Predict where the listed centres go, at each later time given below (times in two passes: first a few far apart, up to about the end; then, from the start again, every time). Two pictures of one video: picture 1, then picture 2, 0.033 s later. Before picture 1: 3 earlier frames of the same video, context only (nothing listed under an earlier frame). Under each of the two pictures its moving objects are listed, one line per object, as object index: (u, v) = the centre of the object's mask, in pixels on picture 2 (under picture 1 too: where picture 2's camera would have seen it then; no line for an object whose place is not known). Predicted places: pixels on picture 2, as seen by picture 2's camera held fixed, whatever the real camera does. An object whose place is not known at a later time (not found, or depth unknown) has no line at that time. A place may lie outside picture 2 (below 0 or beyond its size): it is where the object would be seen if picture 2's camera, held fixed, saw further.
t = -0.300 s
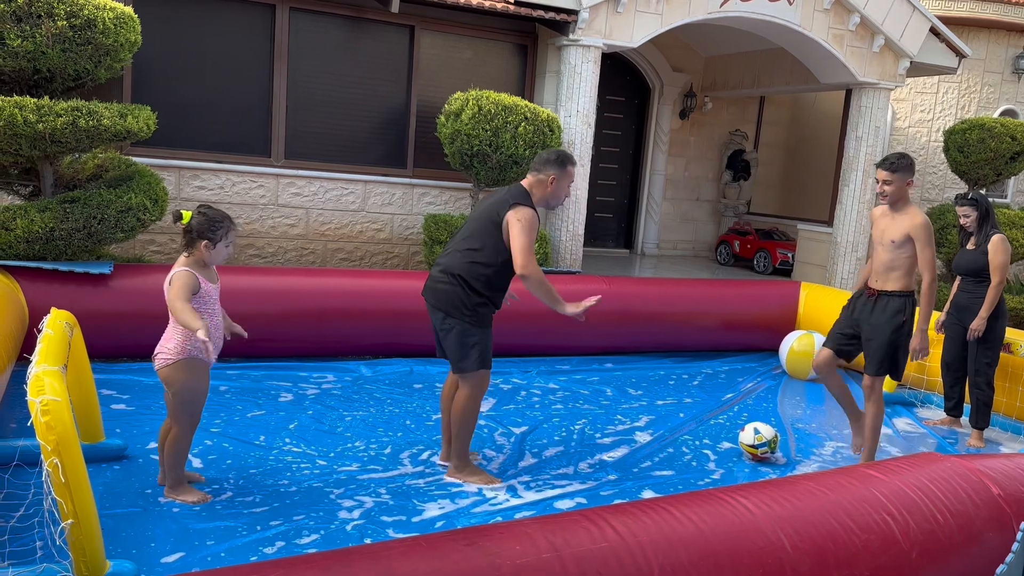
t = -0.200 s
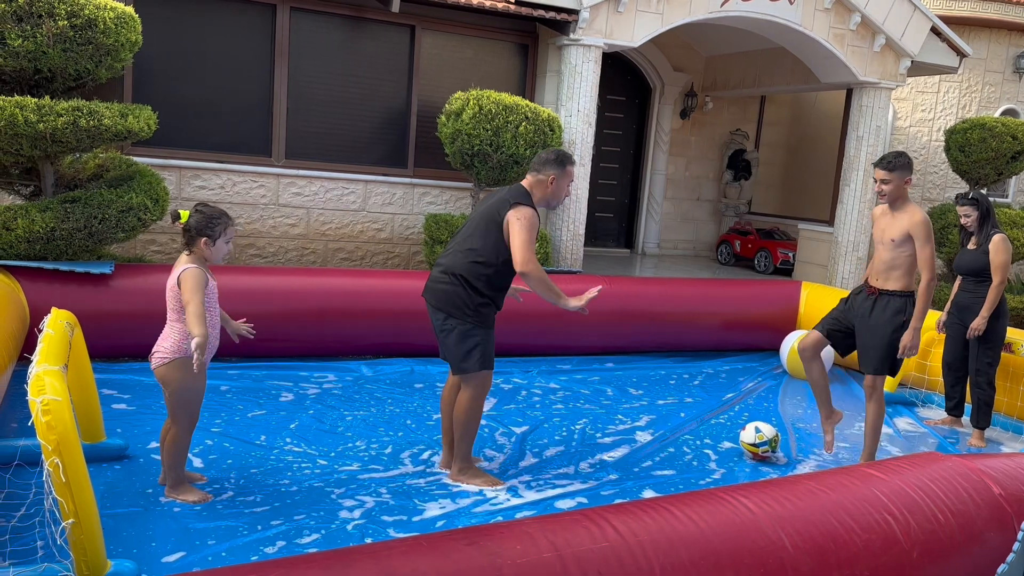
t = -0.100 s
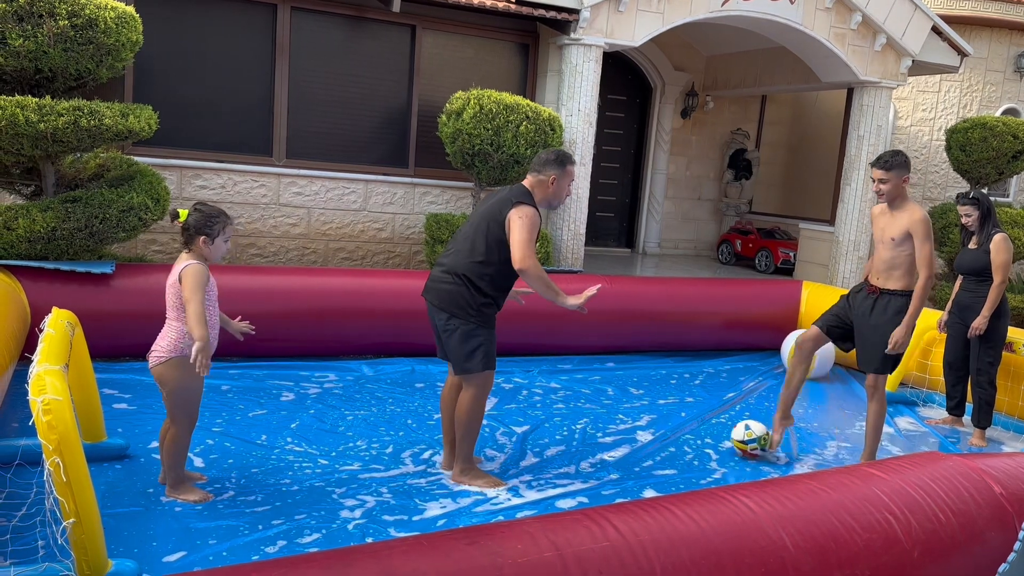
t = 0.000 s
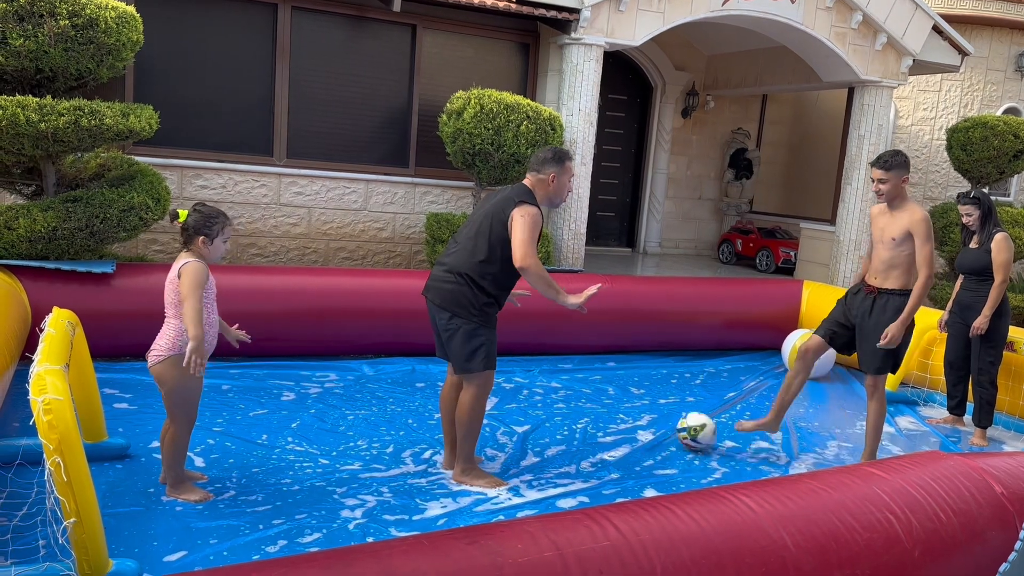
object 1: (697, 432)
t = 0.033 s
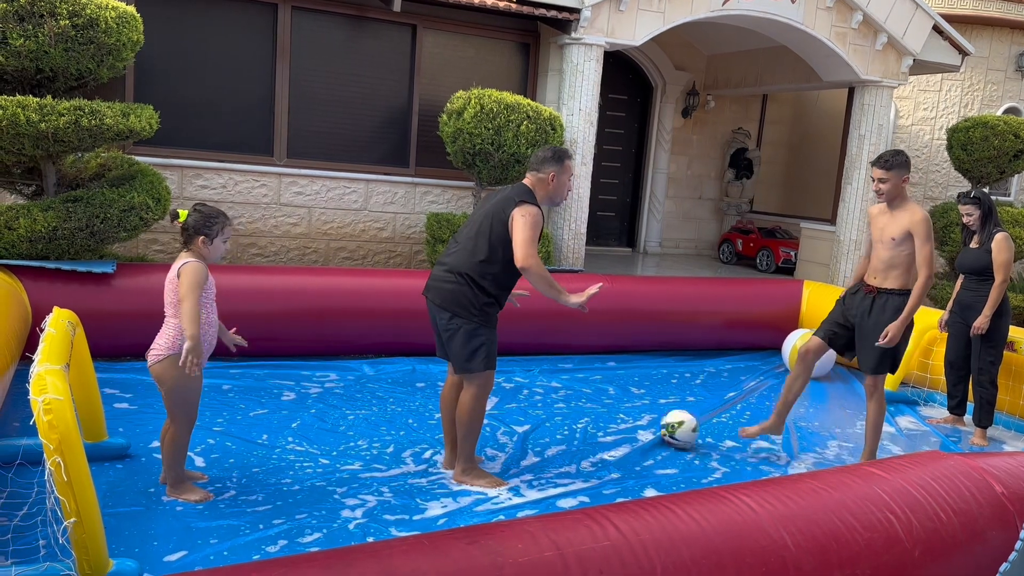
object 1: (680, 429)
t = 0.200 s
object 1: (611, 418)
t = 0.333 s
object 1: (566, 416)
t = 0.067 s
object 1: (663, 427)
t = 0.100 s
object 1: (649, 423)
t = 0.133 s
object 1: (637, 420)
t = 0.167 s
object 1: (624, 418)
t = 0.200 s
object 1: (611, 418)
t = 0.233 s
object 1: (598, 419)
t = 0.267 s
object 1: (587, 420)
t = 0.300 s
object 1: (576, 416)
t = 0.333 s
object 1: (566, 416)
